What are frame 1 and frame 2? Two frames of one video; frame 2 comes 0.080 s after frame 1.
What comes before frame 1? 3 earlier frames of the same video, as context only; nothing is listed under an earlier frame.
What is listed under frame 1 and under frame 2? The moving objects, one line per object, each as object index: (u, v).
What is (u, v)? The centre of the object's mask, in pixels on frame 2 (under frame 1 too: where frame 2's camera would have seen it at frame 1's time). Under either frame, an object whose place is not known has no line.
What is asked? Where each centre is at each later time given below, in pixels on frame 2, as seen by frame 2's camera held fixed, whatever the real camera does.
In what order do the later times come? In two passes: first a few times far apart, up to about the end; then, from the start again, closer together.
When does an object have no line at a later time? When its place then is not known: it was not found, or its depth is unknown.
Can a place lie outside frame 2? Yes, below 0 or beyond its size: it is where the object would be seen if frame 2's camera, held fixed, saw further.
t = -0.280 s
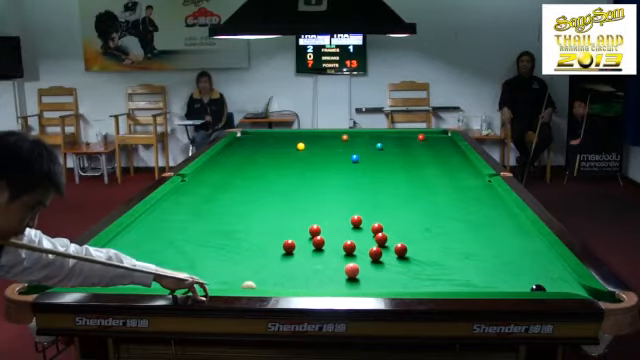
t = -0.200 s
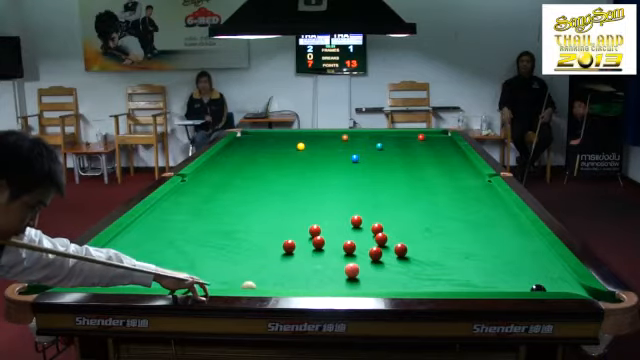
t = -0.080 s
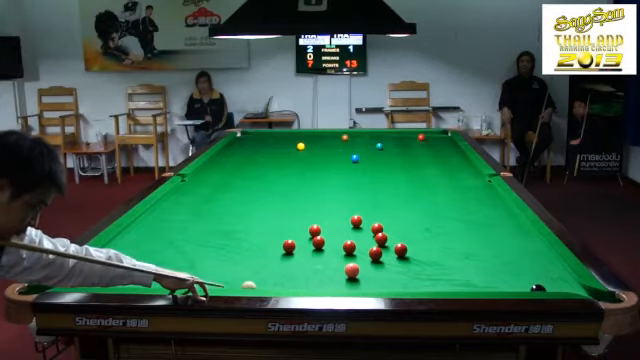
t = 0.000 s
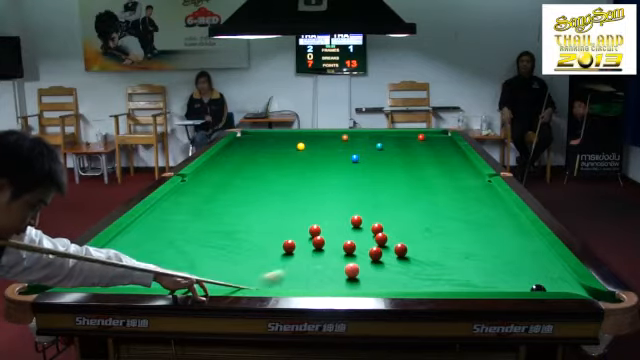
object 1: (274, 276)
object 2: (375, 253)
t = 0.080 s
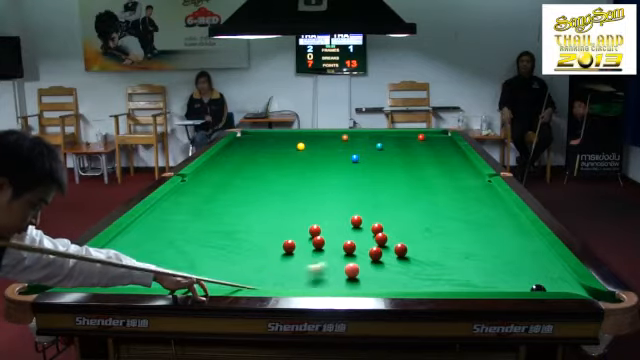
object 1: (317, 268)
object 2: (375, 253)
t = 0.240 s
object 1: (377, 258)
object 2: (384, 247)
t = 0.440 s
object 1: (415, 262)
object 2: (413, 231)
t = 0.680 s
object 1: (459, 266)
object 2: (437, 216)
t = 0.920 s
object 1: (504, 271)
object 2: (457, 205)
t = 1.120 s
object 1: (540, 274)
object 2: (472, 196)
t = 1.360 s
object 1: (553, 278)
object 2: (487, 186)
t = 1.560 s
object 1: (529, 280)
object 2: (478, 181)
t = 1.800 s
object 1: (502, 284)
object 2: (463, 175)
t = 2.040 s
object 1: (476, 287)
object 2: (450, 169)
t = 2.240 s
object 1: (455, 287)
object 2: (440, 165)
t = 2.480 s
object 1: (434, 285)
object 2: (430, 162)
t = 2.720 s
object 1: (415, 284)
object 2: (421, 158)
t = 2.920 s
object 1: (399, 283)
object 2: (414, 155)
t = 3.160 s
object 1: (384, 283)
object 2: (407, 152)
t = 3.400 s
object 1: (370, 282)
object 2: (400, 149)
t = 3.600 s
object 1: (359, 281)
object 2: (395, 147)
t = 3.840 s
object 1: (349, 280)
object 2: (389, 144)
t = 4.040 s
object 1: (340, 279)
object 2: (385, 142)
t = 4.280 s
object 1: (332, 278)
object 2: (380, 140)
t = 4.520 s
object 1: (326, 278)
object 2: (377, 139)
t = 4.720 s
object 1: (321, 278)
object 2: (374, 137)
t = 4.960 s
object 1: (318, 277)
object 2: (371, 136)
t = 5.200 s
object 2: (366, 135)
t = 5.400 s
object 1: (315, 277)
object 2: (365, 133)
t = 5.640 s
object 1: (315, 277)
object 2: (362, 132)
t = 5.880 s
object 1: (315, 277)
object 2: (362, 132)
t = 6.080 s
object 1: (315, 277)
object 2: (359, 133)
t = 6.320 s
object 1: (315, 277)
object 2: (359, 133)
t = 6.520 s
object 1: (315, 277)
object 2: (357, 133)
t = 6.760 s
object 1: (315, 277)
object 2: (357, 133)
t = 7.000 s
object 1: (315, 277)
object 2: (356, 134)
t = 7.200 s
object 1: (315, 277)
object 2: (356, 134)
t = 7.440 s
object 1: (315, 277)
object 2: (356, 134)
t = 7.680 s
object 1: (315, 277)
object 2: (356, 134)
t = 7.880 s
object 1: (315, 277)
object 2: (356, 134)
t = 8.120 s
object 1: (315, 277)
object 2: (356, 134)
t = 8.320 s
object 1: (315, 277)
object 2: (356, 134)
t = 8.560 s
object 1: (315, 277)
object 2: (356, 134)
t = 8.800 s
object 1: (315, 277)
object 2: (356, 134)
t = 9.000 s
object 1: (315, 277)
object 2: (356, 134)
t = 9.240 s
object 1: (315, 277)
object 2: (356, 134)
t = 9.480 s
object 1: (315, 277)
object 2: (356, 134)
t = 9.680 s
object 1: (315, 277)
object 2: (356, 134)
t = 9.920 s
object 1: (315, 277)
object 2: (356, 134)
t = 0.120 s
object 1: (336, 262)
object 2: (375, 253)
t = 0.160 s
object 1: (354, 258)
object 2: (375, 253)
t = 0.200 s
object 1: (369, 257)
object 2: (378, 251)
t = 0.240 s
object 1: (377, 258)
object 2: (384, 247)
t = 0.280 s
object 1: (384, 259)
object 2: (390, 244)
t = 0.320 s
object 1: (392, 260)
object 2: (397, 238)
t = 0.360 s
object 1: (400, 261)
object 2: (403, 236)
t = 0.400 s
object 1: (407, 261)
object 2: (408, 233)
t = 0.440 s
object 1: (415, 262)
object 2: (413, 231)
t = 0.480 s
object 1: (422, 263)
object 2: (417, 228)
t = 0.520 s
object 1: (429, 263)
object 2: (421, 226)
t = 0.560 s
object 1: (437, 264)
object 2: (425, 224)
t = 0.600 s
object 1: (444, 264)
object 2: (429, 221)
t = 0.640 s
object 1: (451, 265)
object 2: (433, 219)
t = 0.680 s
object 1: (459, 266)
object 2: (437, 216)
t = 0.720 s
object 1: (467, 267)
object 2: (441, 214)
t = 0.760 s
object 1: (474, 268)
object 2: (444, 212)
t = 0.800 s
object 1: (482, 268)
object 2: (447, 210)
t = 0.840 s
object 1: (489, 269)
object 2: (451, 208)
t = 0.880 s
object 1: (496, 270)
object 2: (454, 206)
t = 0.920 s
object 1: (504, 271)
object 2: (457, 205)
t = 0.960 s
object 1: (511, 271)
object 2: (460, 203)
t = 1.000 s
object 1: (519, 272)
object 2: (463, 201)
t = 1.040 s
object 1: (526, 272)
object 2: (466, 199)
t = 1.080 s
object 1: (533, 273)
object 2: (469, 198)
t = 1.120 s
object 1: (540, 274)
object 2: (472, 196)
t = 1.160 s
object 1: (548, 274)
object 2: (475, 194)
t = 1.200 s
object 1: (555, 275)
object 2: (477, 192)
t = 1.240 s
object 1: (562, 276)
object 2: (480, 191)
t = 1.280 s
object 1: (562, 277)
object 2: (483, 189)
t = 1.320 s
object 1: (557, 278)
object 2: (485, 188)
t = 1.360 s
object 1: (553, 278)
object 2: (487, 186)
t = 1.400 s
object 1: (548, 279)
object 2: (489, 185)
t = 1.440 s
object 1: (544, 279)
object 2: (486, 184)
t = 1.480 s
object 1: (539, 279)
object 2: (483, 183)
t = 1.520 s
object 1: (534, 280)
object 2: (481, 182)
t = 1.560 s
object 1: (529, 280)
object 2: (478, 181)
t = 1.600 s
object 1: (525, 282)
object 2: (475, 180)
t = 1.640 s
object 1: (520, 283)
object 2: (473, 179)
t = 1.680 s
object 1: (516, 283)
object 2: (470, 177)
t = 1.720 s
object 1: (512, 284)
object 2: (468, 176)
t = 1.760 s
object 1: (507, 284)
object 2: (465, 175)
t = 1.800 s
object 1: (502, 284)
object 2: (463, 175)
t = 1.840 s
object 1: (498, 285)
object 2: (461, 174)
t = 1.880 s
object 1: (493, 285)
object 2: (459, 173)
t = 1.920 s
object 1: (489, 286)
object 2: (456, 172)
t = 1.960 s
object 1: (485, 286)
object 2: (455, 171)
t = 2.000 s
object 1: (480, 287)
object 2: (452, 170)
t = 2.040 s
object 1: (476, 287)
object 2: (450, 169)
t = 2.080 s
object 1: (471, 288)
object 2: (448, 168)
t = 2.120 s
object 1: (467, 288)
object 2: (446, 168)
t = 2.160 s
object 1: (463, 287)
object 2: (444, 167)
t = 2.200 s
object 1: (459, 287)
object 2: (442, 166)
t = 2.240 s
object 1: (455, 287)
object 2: (440, 165)
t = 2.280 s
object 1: (451, 287)
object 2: (439, 165)
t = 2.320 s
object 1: (448, 286)
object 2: (437, 164)
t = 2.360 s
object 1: (445, 286)
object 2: (435, 164)
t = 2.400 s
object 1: (441, 286)
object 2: (434, 163)
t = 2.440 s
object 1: (438, 286)
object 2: (432, 162)
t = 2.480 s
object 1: (434, 285)
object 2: (430, 162)
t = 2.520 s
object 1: (430, 285)
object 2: (429, 161)
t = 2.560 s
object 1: (427, 285)
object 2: (427, 160)
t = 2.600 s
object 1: (424, 285)
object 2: (425, 160)
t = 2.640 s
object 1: (420, 285)
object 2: (424, 159)
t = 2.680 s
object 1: (417, 285)
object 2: (422, 158)
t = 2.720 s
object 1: (415, 284)
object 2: (421, 158)
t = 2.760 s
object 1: (411, 284)
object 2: (419, 157)
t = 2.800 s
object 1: (408, 284)
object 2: (418, 156)
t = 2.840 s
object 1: (405, 284)
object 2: (417, 156)
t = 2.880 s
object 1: (402, 283)
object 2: (415, 155)
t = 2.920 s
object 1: (399, 283)
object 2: (414, 155)
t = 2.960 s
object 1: (397, 283)
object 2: (413, 154)
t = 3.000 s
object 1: (394, 283)
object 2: (411, 154)
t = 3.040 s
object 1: (391, 283)
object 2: (410, 153)
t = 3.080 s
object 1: (389, 283)
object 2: (409, 153)
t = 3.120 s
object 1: (386, 283)
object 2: (408, 152)
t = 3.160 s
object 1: (384, 283)
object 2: (407, 152)
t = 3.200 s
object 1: (381, 282)
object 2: (405, 151)
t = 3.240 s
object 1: (379, 282)
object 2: (404, 151)
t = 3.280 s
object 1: (376, 282)
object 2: (403, 150)
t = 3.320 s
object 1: (374, 282)
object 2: (402, 150)
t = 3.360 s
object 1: (372, 282)
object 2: (401, 149)
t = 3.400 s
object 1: (370, 282)
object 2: (400, 149)
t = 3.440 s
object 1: (367, 282)
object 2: (399, 148)
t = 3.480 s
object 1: (366, 281)
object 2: (398, 148)
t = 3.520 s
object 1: (363, 281)
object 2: (397, 148)
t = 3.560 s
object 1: (361, 281)
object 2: (396, 147)
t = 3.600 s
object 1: (359, 281)
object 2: (395, 147)
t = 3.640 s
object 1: (357, 281)
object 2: (394, 146)
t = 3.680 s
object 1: (356, 281)
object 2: (393, 146)
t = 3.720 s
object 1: (353, 281)
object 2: (392, 145)
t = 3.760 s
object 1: (352, 280)
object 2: (391, 145)
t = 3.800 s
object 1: (350, 280)
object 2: (390, 144)
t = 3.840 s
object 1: (349, 280)
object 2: (389, 144)
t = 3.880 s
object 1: (346, 279)
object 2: (389, 144)
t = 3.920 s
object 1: (345, 279)
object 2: (388, 143)
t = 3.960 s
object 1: (343, 279)
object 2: (387, 143)
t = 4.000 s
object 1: (341, 279)
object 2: (386, 143)
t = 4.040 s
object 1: (340, 279)
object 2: (385, 142)
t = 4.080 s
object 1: (339, 279)
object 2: (385, 141)
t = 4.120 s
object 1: (337, 279)
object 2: (384, 141)
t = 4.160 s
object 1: (336, 278)
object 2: (383, 140)
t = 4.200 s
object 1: (334, 278)
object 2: (383, 140)
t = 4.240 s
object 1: (333, 278)
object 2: (381, 140)
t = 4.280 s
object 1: (332, 278)
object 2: (380, 140)
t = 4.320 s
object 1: (331, 278)
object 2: (380, 139)
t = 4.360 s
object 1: (330, 278)
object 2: (379, 139)
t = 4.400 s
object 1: (329, 278)
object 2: (378, 139)
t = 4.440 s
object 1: (328, 278)
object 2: (378, 139)
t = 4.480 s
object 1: (327, 278)
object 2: (377, 139)
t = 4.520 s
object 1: (326, 278)
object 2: (377, 139)
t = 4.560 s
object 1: (325, 278)
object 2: (376, 138)
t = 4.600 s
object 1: (324, 278)
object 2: (375, 138)
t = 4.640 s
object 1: (323, 278)
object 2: (375, 138)
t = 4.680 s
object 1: (322, 278)
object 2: (374, 137)
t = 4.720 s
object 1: (321, 278)
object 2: (374, 137)
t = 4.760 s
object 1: (321, 277)
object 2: (373, 137)
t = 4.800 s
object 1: (320, 277)
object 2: (373, 137)
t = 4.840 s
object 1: (319, 277)
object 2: (372, 137)
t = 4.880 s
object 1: (319, 277)
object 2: (372, 137)
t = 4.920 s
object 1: (318, 277)
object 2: (371, 136)
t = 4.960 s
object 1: (318, 277)
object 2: (371, 136)
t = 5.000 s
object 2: (370, 136)
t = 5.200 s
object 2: (366, 135)
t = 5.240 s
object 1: (314, 276)
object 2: (366, 134)
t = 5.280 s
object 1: (315, 277)
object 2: (366, 134)
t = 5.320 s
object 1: (315, 277)
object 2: (366, 133)
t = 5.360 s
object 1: (315, 277)
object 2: (365, 133)
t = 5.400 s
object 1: (315, 277)
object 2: (365, 133)
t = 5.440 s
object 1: (315, 277)
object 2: (365, 133)
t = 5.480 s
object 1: (315, 277)
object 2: (364, 132)
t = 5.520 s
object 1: (315, 277)
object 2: (364, 132)
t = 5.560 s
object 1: (315, 277)
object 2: (364, 132)
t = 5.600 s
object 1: (315, 277)
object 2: (363, 132)
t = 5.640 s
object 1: (315, 277)
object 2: (362, 132)
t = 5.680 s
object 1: (315, 277)
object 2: (362, 132)
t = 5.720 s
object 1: (315, 277)
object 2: (362, 132)
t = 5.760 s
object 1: (315, 277)
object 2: (362, 132)
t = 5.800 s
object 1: (315, 277)
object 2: (362, 132)
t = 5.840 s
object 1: (315, 277)
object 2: (362, 132)
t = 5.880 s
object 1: (315, 277)
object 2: (362, 132)
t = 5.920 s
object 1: (315, 277)
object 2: (361, 132)
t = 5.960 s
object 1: (315, 277)
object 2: (360, 132)
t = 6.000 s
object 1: (315, 277)
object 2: (360, 132)
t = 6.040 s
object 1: (315, 277)
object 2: (360, 132)
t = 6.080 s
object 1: (315, 277)
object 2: (359, 133)
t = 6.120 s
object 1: (315, 277)
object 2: (359, 133)
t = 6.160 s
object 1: (315, 277)
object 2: (359, 133)
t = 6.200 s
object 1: (315, 277)
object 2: (359, 133)
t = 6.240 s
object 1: (315, 277)
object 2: (359, 133)
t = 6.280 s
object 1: (315, 277)
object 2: (359, 133)
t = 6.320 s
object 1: (315, 277)
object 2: (359, 133)
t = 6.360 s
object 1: (315, 277)
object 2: (358, 133)
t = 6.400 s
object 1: (315, 277)
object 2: (358, 133)
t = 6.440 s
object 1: (315, 277)
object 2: (357, 133)
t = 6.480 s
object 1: (315, 277)
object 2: (357, 133)
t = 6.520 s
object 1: (315, 277)
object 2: (357, 133)
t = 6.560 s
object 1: (315, 277)
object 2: (357, 133)
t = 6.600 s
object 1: (315, 277)
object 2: (357, 133)
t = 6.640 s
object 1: (315, 277)
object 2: (357, 133)
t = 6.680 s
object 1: (315, 277)
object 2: (357, 133)
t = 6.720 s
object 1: (315, 277)
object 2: (357, 133)
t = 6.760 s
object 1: (315, 277)
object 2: (357, 133)
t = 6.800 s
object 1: (315, 277)
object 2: (357, 133)
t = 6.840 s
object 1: (315, 277)
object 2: (357, 133)
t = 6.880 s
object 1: (315, 277)
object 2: (357, 133)
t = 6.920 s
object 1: (315, 277)
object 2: (357, 133)
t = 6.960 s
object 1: (315, 277)
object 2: (356, 134)
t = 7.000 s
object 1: (315, 277)
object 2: (356, 134)
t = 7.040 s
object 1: (315, 277)
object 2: (356, 134)
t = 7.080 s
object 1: (315, 277)
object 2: (356, 134)
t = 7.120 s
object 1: (315, 277)
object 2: (356, 134)
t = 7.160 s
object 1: (315, 277)
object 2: (356, 134)
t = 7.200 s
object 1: (315, 277)
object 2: (356, 134)
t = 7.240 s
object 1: (315, 277)
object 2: (356, 134)
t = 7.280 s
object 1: (315, 277)
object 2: (356, 134)
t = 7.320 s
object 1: (315, 277)
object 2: (356, 134)
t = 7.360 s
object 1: (315, 277)
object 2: (356, 134)
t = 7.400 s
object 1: (315, 277)
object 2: (356, 134)
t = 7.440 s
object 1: (315, 277)
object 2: (356, 134)
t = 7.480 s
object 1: (315, 277)
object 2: (356, 134)
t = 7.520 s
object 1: (315, 277)
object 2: (356, 134)
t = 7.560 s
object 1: (315, 277)
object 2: (356, 134)
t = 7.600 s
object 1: (315, 277)
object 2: (356, 134)
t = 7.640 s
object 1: (315, 277)
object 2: (356, 134)
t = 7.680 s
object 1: (315, 277)
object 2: (356, 134)
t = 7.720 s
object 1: (315, 277)
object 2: (356, 134)
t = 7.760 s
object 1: (315, 277)
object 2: (356, 134)
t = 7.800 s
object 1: (315, 277)
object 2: (356, 134)
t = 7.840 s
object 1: (315, 277)
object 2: (356, 134)
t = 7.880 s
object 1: (315, 277)
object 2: (356, 134)
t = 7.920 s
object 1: (315, 277)
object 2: (356, 134)
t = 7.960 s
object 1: (315, 277)
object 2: (356, 134)
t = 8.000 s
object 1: (315, 277)
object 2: (356, 134)
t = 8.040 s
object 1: (315, 277)
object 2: (356, 134)
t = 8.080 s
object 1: (315, 277)
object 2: (356, 134)
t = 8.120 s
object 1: (315, 277)
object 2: (356, 134)
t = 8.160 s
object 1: (315, 277)
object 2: (356, 134)
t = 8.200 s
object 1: (315, 277)
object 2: (356, 134)
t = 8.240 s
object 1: (315, 277)
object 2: (356, 134)
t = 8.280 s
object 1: (315, 277)
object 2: (356, 134)
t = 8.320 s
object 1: (315, 277)
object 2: (356, 134)
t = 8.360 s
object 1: (315, 277)
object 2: (356, 134)
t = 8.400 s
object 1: (315, 277)
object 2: (356, 134)
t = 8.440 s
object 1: (315, 277)
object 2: (356, 134)
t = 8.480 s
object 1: (315, 277)
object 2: (356, 134)
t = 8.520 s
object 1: (315, 277)
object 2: (356, 134)
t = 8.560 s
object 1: (315, 277)
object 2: (356, 134)
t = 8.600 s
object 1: (315, 277)
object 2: (356, 134)
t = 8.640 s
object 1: (315, 277)
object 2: (356, 134)
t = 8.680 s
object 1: (315, 277)
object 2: (356, 134)
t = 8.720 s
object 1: (315, 277)
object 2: (356, 134)
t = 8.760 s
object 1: (315, 277)
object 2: (356, 134)
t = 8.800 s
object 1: (315, 277)
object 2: (356, 134)
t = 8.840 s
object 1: (315, 277)
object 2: (356, 134)
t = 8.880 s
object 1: (315, 277)
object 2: (356, 134)
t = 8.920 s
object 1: (315, 277)
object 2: (356, 134)
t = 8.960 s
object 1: (315, 277)
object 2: (356, 134)
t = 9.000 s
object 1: (315, 277)
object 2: (356, 134)
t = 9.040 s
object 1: (315, 277)
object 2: (356, 134)
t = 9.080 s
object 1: (315, 277)
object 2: (356, 134)
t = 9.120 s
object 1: (315, 277)
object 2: (356, 134)
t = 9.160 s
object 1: (315, 277)
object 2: (356, 134)
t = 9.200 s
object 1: (315, 277)
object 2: (356, 134)
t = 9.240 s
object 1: (315, 277)
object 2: (356, 134)
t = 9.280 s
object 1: (315, 277)
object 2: (356, 134)
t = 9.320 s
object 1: (315, 277)
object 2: (356, 134)
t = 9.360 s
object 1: (315, 277)
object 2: (356, 134)
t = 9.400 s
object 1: (315, 277)
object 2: (356, 134)
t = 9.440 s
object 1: (315, 277)
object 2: (356, 134)
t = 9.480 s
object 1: (315, 277)
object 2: (356, 134)
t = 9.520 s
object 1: (315, 277)
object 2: (356, 134)
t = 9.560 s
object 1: (315, 277)
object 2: (356, 134)
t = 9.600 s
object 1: (315, 277)
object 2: (356, 134)
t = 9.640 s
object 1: (315, 277)
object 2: (356, 134)
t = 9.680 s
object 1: (315, 277)
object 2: (356, 134)
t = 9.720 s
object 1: (315, 277)
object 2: (356, 134)
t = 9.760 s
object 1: (315, 277)
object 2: (356, 134)
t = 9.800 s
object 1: (315, 277)
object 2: (356, 134)
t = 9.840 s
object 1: (315, 277)
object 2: (356, 134)
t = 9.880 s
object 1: (315, 277)
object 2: (356, 134)
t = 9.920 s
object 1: (315, 277)
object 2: (356, 134)
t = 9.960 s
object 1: (315, 277)
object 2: (356, 134)
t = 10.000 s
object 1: (315, 277)
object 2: (356, 134)
